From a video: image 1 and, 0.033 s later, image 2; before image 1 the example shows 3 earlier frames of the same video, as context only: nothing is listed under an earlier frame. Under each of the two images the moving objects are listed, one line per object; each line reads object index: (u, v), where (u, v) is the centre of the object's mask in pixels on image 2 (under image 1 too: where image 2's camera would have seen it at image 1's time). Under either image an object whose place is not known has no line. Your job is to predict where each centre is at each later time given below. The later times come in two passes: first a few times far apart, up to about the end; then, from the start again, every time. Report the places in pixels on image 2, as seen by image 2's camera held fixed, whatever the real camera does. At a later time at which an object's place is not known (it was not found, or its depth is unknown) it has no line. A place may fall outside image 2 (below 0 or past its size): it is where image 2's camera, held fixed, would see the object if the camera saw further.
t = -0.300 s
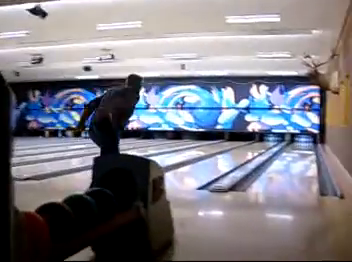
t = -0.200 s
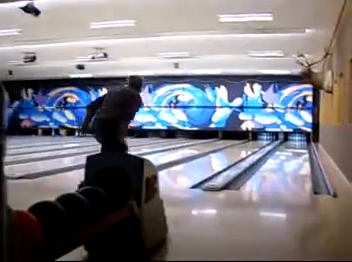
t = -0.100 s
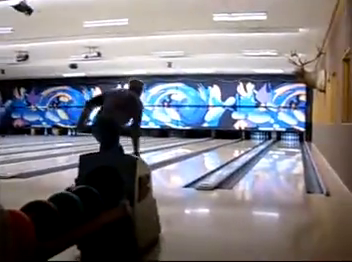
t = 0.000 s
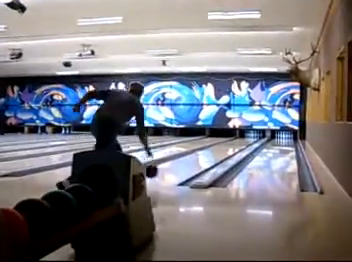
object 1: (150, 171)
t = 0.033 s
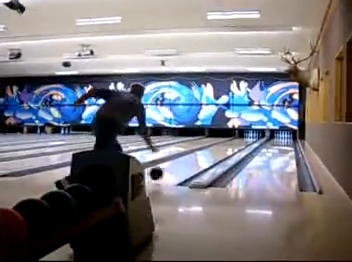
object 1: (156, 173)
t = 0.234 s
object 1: (181, 166)
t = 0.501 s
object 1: (203, 157)
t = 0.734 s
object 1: (216, 151)
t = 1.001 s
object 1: (227, 147)
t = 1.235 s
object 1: (234, 144)
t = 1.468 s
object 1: (240, 142)
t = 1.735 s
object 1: (244, 140)
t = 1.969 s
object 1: (248, 139)
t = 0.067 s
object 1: (160, 174)
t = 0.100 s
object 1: (165, 171)
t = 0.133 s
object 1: (169, 169)
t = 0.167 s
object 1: (174, 168)
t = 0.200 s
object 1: (177, 167)
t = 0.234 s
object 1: (181, 166)
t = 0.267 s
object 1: (184, 165)
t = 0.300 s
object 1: (187, 164)
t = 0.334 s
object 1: (190, 162)
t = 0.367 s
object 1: (193, 161)
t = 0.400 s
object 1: (196, 160)
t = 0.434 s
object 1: (198, 159)
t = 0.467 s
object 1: (201, 158)
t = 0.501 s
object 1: (203, 157)
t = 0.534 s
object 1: (205, 156)
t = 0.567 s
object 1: (207, 156)
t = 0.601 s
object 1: (209, 155)
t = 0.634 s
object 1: (211, 154)
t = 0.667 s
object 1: (213, 153)
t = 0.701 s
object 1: (214, 152)
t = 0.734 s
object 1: (216, 151)
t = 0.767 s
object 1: (218, 151)
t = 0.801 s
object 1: (219, 150)
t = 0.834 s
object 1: (221, 150)
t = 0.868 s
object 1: (222, 149)
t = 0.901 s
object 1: (223, 149)
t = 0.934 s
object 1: (225, 148)
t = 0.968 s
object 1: (226, 148)
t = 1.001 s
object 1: (227, 147)
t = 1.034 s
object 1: (228, 147)
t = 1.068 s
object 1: (229, 146)
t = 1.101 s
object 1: (230, 146)
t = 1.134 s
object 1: (232, 145)
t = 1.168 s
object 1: (232, 145)
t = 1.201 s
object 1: (233, 144)
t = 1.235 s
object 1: (234, 144)
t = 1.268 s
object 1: (235, 144)
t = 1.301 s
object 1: (236, 143)
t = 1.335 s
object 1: (236, 143)
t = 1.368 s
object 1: (237, 143)
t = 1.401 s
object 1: (238, 143)
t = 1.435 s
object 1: (239, 143)
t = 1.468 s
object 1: (240, 142)
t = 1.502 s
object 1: (241, 141)
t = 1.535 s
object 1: (241, 141)
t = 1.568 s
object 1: (242, 141)
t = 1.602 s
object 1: (243, 141)
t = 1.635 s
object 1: (242, 141)
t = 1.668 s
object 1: (243, 140)
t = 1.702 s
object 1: (244, 140)
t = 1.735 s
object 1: (244, 140)
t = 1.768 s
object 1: (245, 140)
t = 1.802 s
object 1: (245, 140)
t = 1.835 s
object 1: (246, 140)
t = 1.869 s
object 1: (246, 139)
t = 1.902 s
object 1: (247, 139)
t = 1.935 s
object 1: (247, 139)
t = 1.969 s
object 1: (248, 139)
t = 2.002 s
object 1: (250, 138)
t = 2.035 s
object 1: (248, 138)
